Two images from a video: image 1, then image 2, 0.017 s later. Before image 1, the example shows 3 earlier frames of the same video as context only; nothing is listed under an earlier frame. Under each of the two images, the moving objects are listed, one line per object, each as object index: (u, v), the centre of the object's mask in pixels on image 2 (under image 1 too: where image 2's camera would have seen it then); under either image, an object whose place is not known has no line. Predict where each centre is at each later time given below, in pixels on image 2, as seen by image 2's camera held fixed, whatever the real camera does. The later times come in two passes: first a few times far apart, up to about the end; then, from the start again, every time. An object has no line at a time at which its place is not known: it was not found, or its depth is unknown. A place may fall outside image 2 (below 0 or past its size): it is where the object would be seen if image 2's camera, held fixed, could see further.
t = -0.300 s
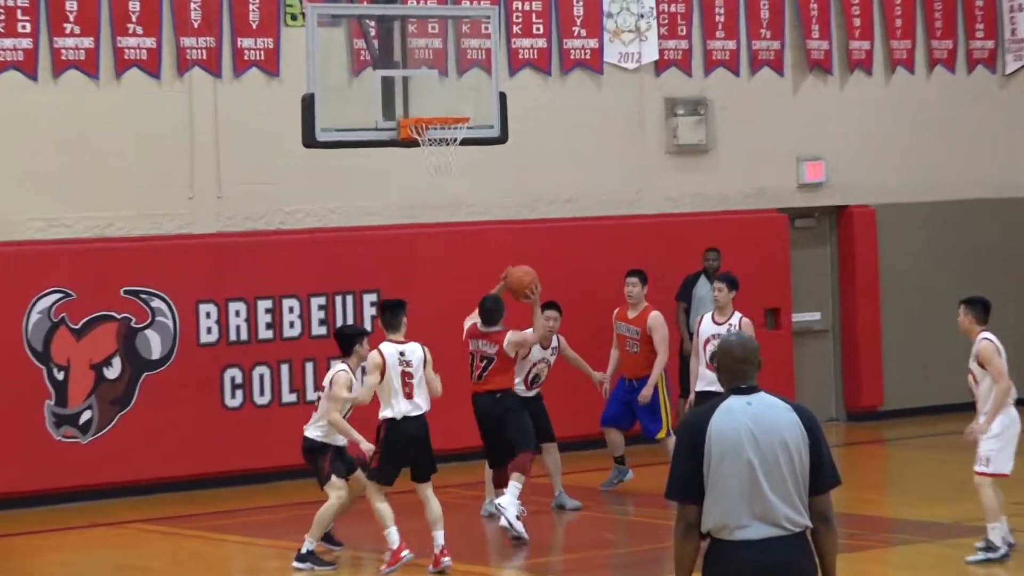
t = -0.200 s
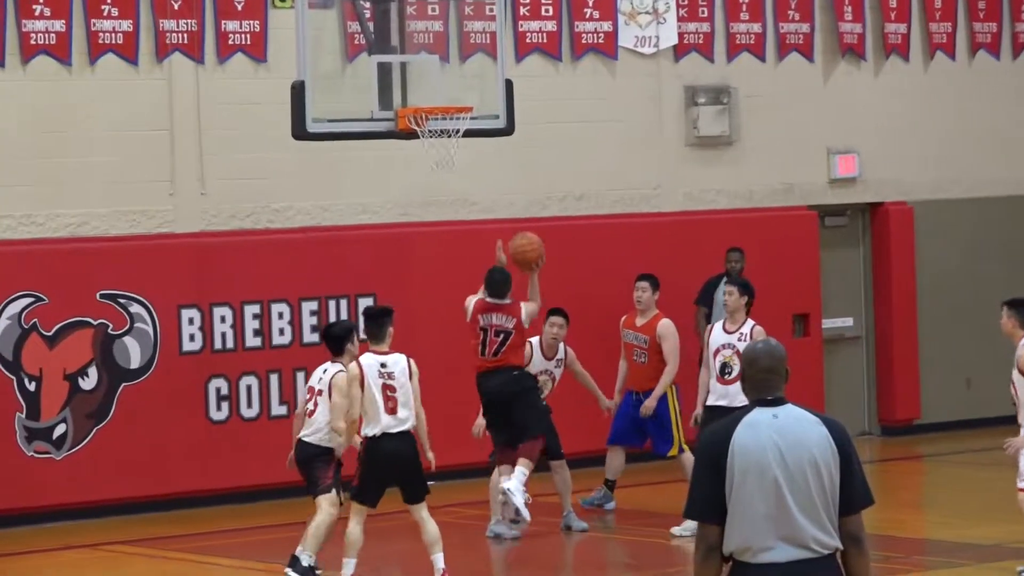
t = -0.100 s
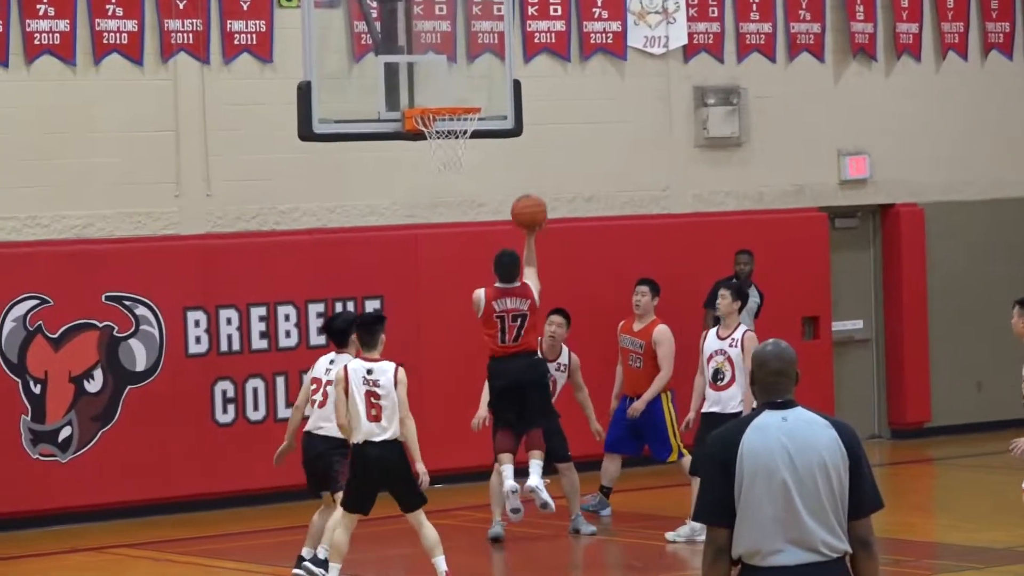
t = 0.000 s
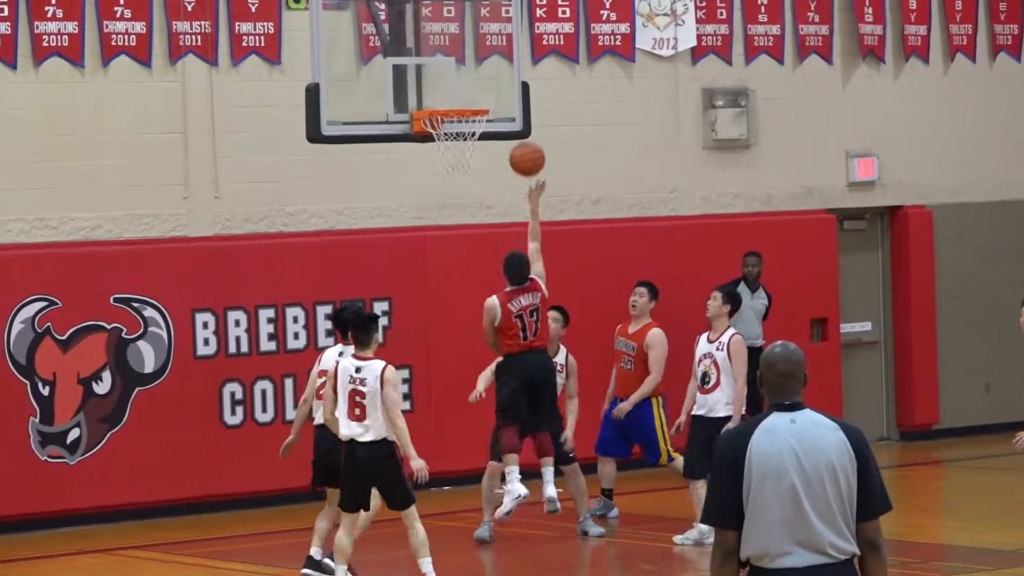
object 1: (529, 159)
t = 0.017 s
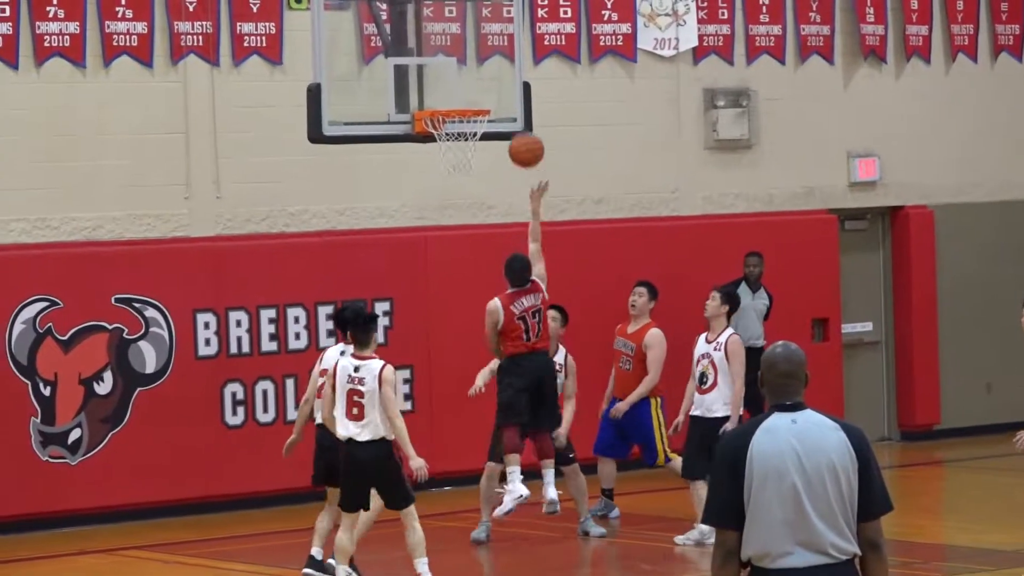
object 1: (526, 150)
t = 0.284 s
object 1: (494, 63)
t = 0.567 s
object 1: (464, 82)
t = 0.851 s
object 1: (446, 167)
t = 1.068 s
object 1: (443, 259)
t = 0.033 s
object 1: (524, 142)
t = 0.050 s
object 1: (522, 134)
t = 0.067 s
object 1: (520, 126)
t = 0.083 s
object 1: (518, 118)
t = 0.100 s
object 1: (515, 111)
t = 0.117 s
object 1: (513, 105)
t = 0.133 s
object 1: (511, 99)
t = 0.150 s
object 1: (509, 93)
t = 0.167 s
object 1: (507, 88)
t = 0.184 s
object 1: (505, 83)
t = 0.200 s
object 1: (503, 78)
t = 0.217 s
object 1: (500, 74)
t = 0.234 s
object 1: (498, 71)
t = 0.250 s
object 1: (497, 67)
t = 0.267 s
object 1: (495, 65)
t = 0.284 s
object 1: (494, 63)
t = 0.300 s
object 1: (492, 61)
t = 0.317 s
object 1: (489, 59)
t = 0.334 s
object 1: (487, 58)
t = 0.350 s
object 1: (485, 57)
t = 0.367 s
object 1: (483, 57)
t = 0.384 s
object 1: (482, 57)
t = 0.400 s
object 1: (480, 57)
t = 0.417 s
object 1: (478, 58)
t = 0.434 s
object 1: (477, 59)
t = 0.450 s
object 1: (475, 60)
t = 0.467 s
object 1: (473, 62)
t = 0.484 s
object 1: (472, 64)
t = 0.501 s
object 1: (470, 67)
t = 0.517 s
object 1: (469, 70)
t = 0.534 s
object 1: (467, 74)
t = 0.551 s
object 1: (466, 78)
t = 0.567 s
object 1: (464, 82)
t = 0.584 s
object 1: (462, 87)
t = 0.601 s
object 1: (461, 91)
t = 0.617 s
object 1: (460, 95)
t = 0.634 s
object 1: (458, 98)
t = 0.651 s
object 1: (457, 105)
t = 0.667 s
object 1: (456, 115)
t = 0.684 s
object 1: (451, 122)
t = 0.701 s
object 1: (454, 128)
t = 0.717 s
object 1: (451, 134)
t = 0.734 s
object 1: (450, 141)
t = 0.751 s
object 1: (449, 145)
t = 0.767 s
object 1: (449, 149)
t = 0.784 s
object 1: (448, 155)
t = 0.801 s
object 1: (447, 157)
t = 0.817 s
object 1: (447, 159)
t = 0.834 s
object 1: (446, 163)
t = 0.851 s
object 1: (446, 167)
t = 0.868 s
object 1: (446, 172)
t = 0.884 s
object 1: (445, 177)
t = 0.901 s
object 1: (445, 183)
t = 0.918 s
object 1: (445, 189)
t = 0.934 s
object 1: (445, 195)
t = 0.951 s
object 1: (444, 201)
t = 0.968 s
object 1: (445, 209)
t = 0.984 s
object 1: (444, 216)
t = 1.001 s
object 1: (446, 224)
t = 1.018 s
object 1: (443, 232)
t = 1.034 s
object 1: (444, 241)
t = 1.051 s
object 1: (444, 250)
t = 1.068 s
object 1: (443, 259)
